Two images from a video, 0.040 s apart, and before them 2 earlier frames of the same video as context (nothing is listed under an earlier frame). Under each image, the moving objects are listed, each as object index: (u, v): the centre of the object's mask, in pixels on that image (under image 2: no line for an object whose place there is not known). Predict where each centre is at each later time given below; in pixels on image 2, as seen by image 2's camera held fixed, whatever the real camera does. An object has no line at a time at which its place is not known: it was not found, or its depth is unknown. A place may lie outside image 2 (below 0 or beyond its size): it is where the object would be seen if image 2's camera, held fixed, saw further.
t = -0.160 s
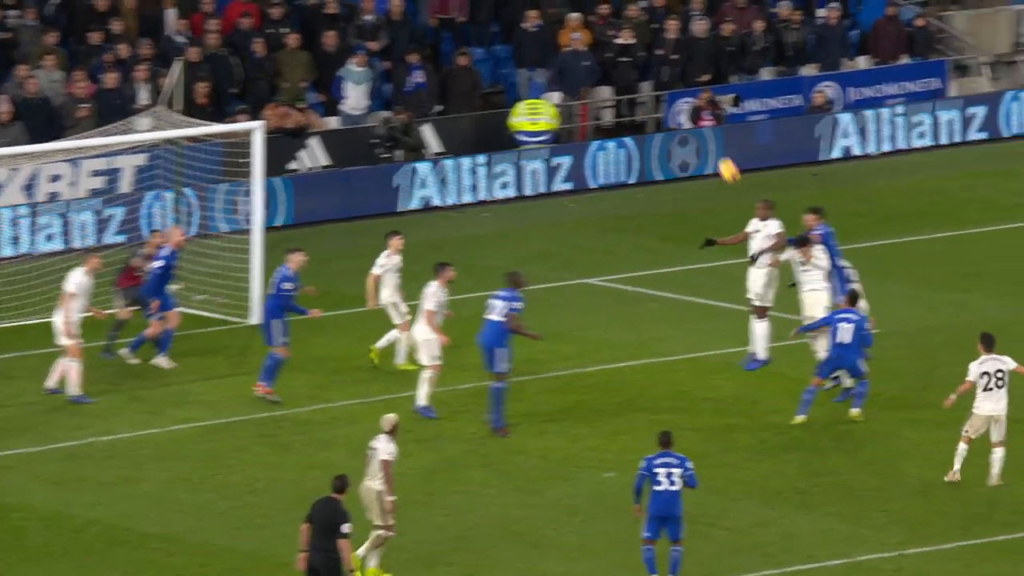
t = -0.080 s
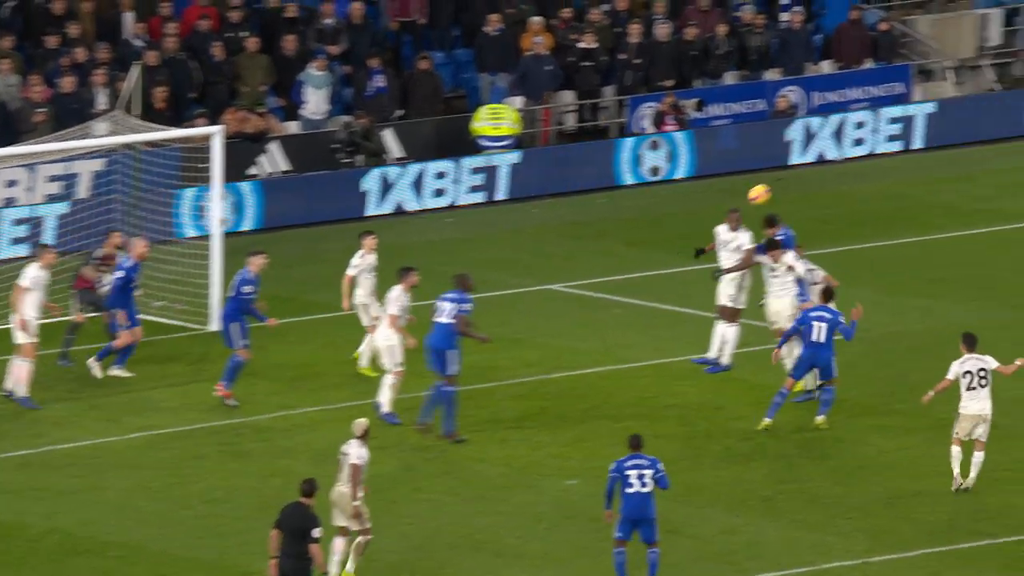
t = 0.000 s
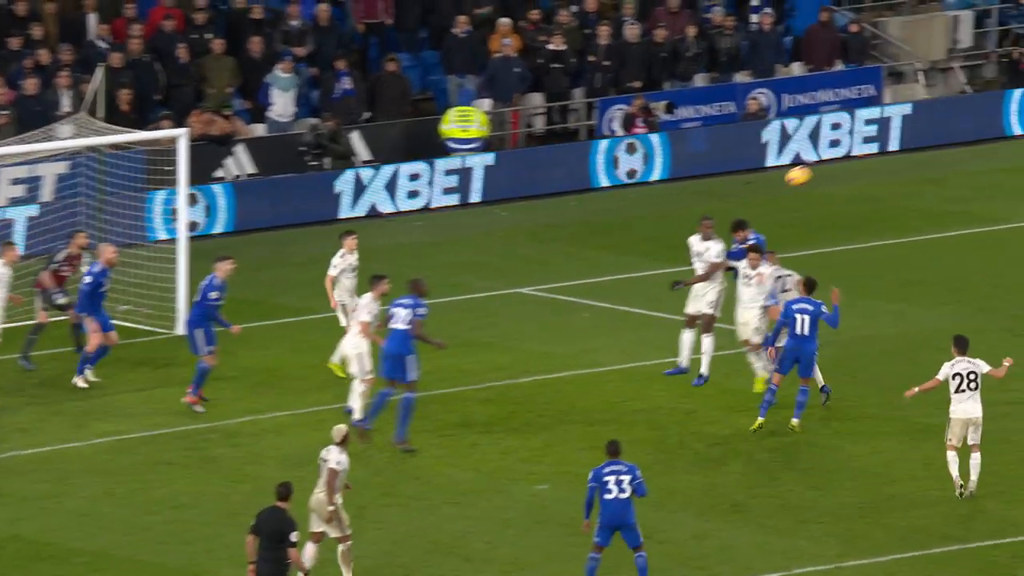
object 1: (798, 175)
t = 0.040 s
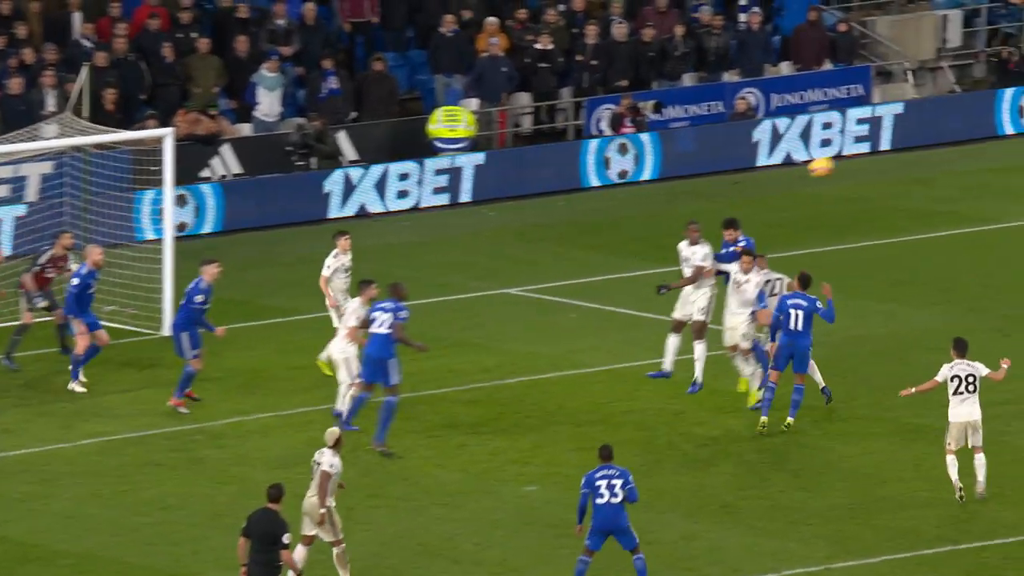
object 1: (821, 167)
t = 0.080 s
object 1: (855, 161)
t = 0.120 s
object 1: (893, 153)
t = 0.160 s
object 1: (928, 147)
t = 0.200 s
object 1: (963, 144)
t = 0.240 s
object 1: (997, 141)
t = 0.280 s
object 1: (1029, 141)
